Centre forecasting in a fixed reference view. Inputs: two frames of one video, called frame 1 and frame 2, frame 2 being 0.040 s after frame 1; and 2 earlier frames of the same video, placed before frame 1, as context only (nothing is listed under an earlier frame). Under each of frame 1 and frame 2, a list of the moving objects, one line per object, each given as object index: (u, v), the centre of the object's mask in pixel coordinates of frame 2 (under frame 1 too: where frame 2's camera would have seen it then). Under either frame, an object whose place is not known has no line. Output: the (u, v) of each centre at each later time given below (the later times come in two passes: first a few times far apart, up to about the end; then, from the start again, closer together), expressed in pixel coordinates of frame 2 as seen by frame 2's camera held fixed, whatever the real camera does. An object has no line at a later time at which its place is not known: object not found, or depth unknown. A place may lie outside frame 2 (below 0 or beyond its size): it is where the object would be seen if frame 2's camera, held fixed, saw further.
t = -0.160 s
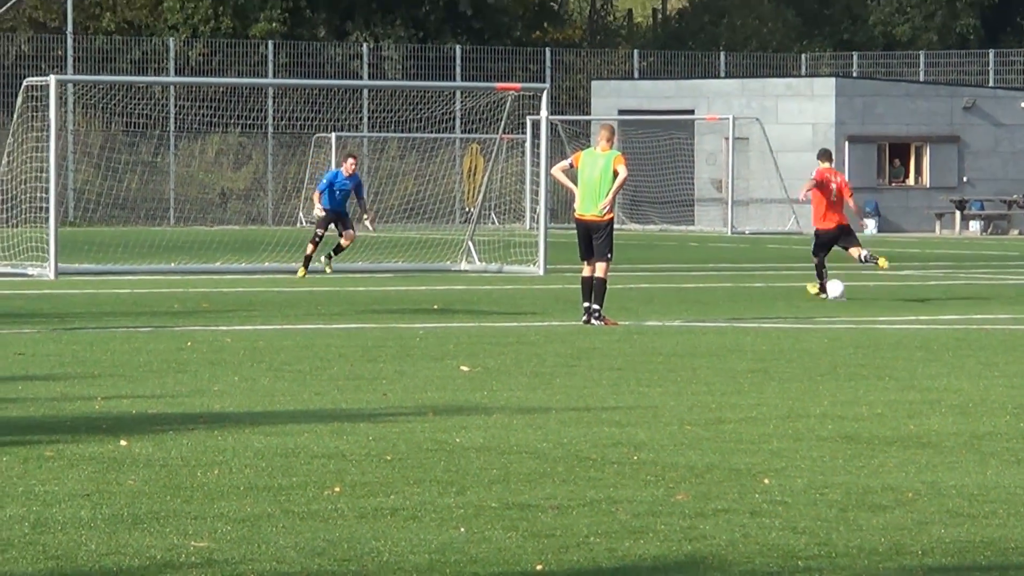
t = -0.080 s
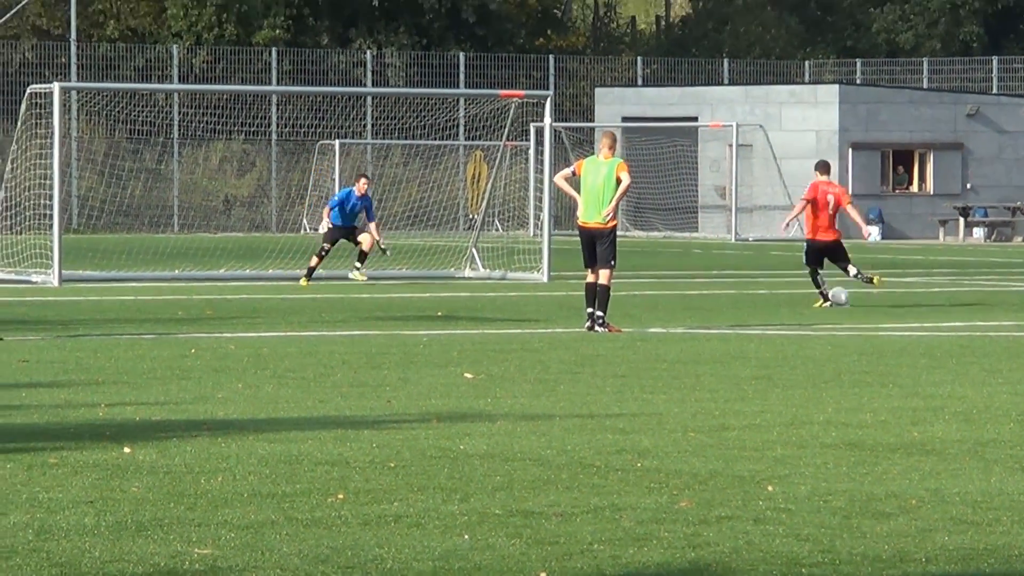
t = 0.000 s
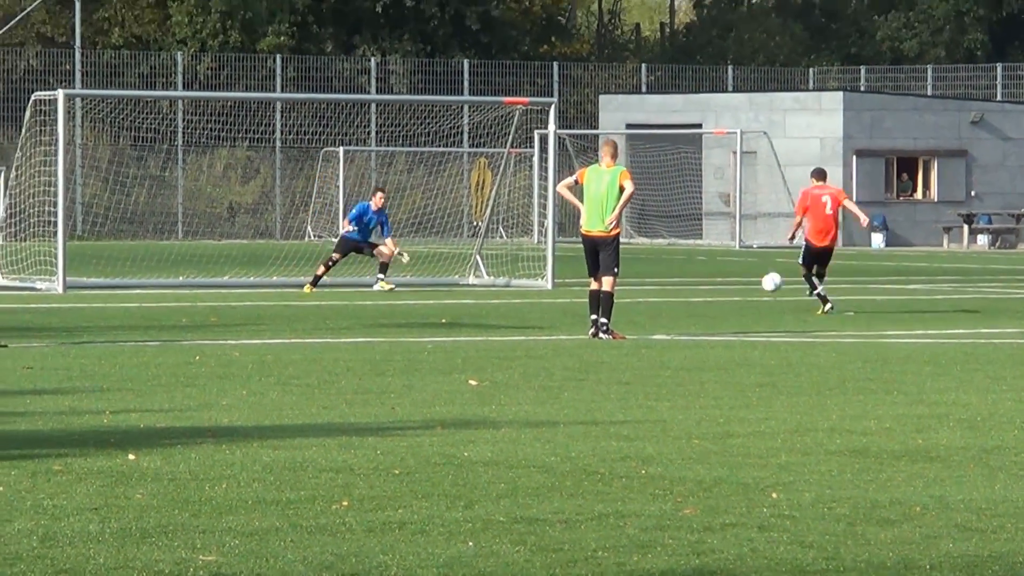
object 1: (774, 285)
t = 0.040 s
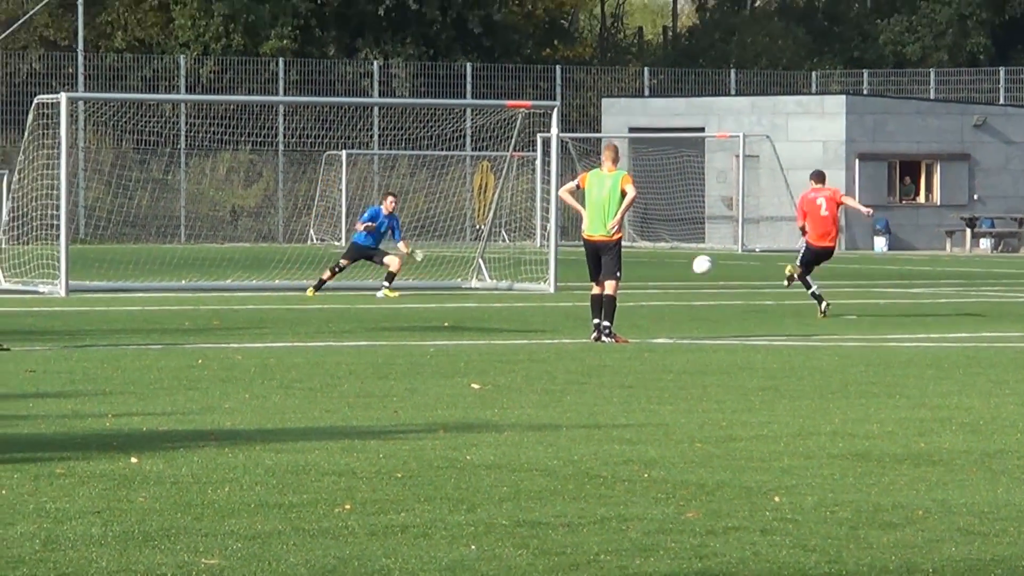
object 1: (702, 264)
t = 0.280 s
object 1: (308, 178)
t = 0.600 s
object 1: (42, 213)
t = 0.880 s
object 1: (49, 216)
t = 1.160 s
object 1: (76, 151)
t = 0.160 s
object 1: (497, 214)
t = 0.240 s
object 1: (370, 188)
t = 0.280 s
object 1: (308, 178)
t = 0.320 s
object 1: (247, 169)
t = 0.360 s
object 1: (188, 160)
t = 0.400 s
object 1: (129, 154)
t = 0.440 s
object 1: (81, 148)
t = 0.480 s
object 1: (68, 145)
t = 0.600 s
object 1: (42, 213)
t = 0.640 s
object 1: (38, 239)
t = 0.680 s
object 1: (34, 267)
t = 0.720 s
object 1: (33, 280)
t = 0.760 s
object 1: (37, 263)
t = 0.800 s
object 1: (41, 246)
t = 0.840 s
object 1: (45, 230)
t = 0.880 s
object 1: (49, 216)
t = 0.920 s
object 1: (50, 202)
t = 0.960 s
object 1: (52, 191)
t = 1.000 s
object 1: (66, 180)
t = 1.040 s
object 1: (67, 171)
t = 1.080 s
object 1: (68, 164)
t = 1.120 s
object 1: (71, 156)
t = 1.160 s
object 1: (76, 151)
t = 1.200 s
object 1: (80, 147)
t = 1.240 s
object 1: (83, 143)
